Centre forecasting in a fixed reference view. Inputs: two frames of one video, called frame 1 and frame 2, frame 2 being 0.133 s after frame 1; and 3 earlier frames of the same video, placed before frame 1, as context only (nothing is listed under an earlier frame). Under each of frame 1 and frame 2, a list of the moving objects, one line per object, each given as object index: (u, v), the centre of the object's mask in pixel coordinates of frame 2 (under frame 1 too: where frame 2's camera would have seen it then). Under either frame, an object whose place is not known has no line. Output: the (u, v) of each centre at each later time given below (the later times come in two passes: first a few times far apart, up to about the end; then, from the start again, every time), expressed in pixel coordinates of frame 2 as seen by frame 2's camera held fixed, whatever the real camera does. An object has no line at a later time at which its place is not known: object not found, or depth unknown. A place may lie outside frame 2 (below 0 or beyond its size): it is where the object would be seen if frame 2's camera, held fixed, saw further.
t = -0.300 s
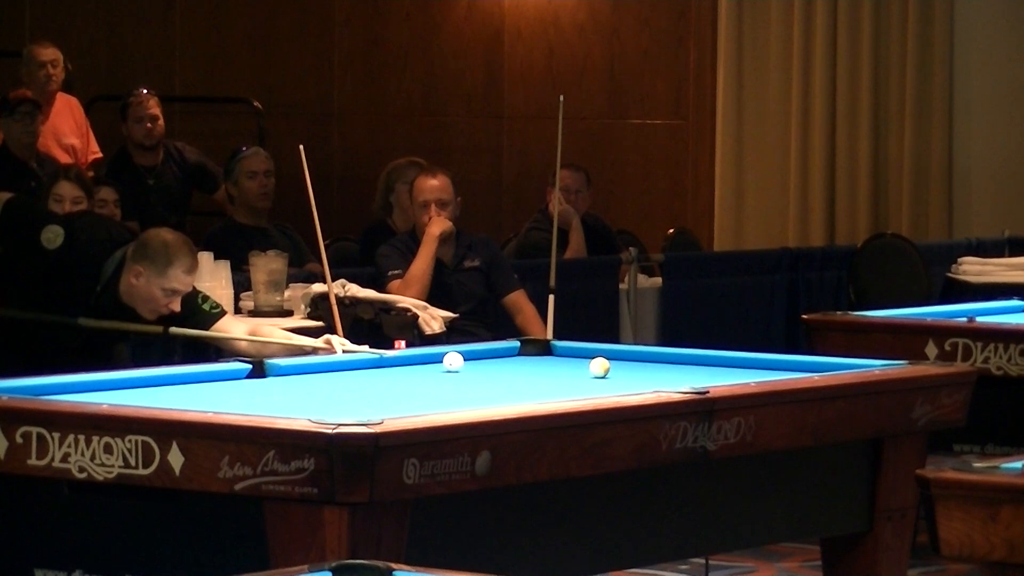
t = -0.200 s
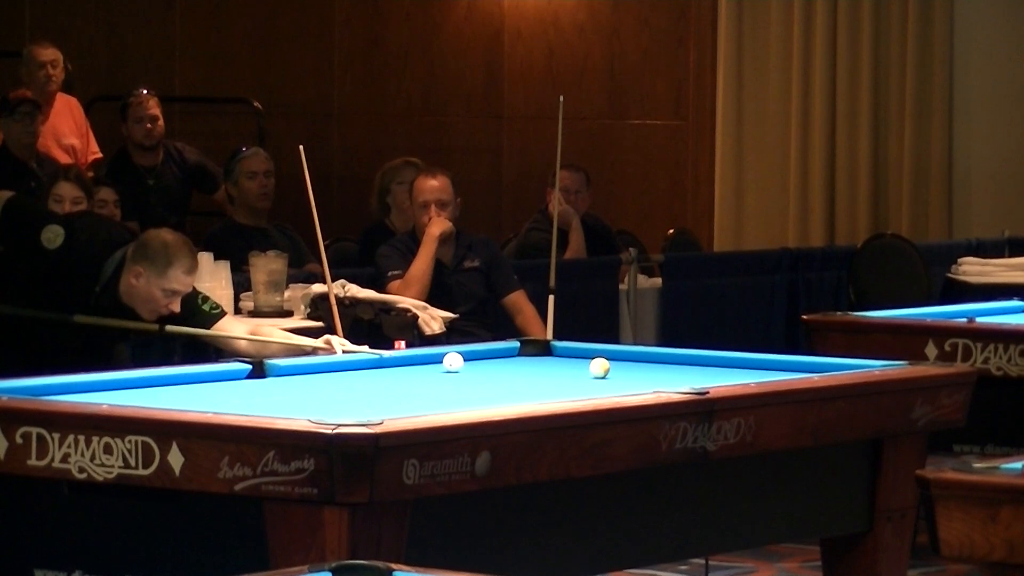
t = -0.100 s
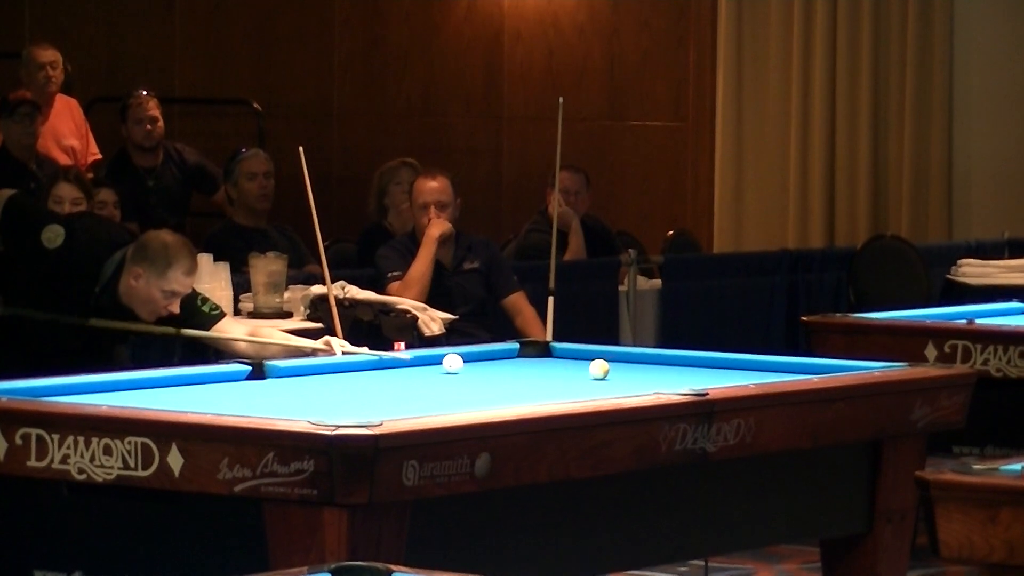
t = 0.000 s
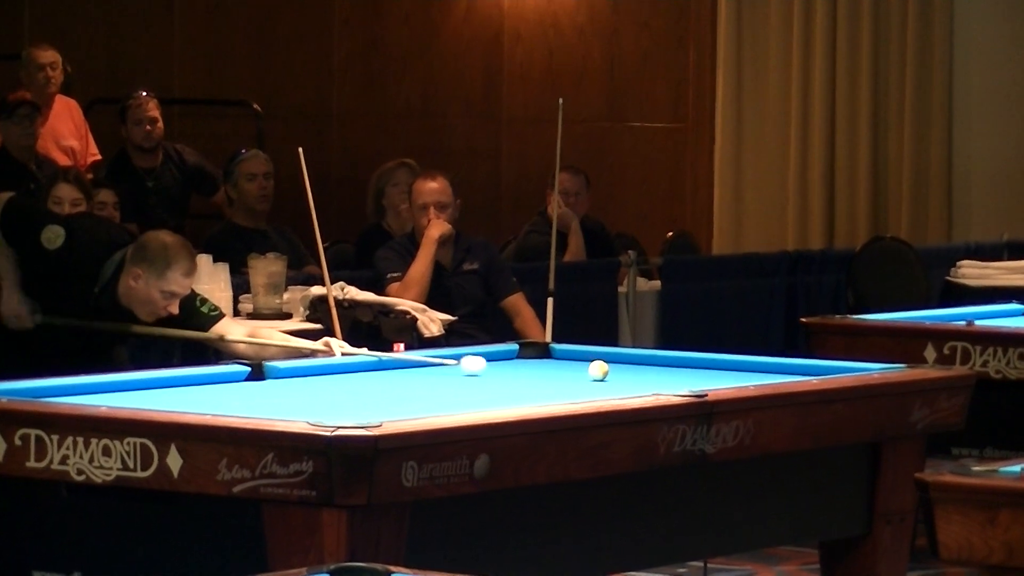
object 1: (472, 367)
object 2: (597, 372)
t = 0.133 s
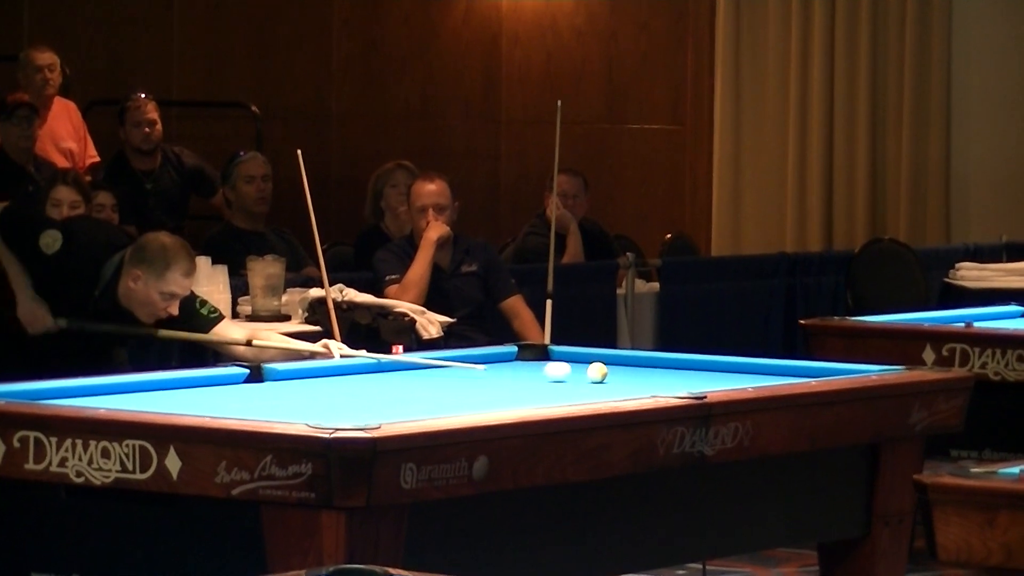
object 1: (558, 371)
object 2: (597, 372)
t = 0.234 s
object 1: (583, 374)
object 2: (630, 371)
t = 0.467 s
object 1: (629, 380)
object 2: (717, 372)
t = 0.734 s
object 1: (688, 386)
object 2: (807, 371)
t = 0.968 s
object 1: (675, 388)
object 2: (883, 368)
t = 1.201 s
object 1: (615, 388)
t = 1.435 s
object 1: (555, 388)
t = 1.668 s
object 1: (498, 387)
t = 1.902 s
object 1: (444, 385)
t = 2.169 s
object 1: (383, 385)
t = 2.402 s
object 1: (333, 383)
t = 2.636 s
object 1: (285, 383)
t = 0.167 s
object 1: (576, 372)
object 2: (598, 372)
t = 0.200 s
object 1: (580, 373)
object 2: (614, 371)
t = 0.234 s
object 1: (583, 374)
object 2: (630, 371)
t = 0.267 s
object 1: (588, 375)
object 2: (645, 372)
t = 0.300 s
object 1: (594, 376)
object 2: (659, 372)
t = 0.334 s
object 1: (601, 377)
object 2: (671, 372)
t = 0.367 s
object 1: (608, 377)
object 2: (683, 372)
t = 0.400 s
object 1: (615, 379)
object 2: (694, 372)
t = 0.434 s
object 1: (622, 380)
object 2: (705, 372)
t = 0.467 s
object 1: (629, 380)
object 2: (717, 372)
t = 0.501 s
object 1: (636, 381)
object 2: (728, 372)
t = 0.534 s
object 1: (644, 382)
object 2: (740, 372)
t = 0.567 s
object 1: (652, 383)
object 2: (753, 372)
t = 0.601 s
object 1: (659, 384)
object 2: (763, 372)
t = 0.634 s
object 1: (666, 384)
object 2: (774, 372)
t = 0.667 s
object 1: (673, 384)
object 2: (785, 372)
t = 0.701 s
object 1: (680, 386)
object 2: (796, 371)
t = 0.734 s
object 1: (688, 386)
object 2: (807, 371)
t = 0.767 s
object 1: (695, 386)
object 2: (817, 371)
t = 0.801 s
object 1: (701, 386)
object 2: (828, 370)
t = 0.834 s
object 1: (709, 386)
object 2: (840, 370)
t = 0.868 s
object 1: (703, 386)
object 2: (850, 370)
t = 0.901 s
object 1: (693, 387)
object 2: (861, 369)
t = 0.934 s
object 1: (684, 388)
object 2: (872, 369)
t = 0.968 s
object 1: (675, 388)
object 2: (883, 368)
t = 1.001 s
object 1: (666, 387)
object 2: (894, 368)
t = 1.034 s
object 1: (657, 387)
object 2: (904, 368)
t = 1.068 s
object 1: (649, 388)
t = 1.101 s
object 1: (640, 387)
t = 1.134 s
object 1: (631, 388)
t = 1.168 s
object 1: (623, 388)
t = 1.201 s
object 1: (615, 388)
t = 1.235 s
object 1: (606, 388)
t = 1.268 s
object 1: (597, 388)
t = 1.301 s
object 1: (588, 389)
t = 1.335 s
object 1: (580, 388)
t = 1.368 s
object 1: (572, 388)
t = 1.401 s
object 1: (564, 388)
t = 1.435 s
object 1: (555, 388)
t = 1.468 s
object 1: (547, 388)
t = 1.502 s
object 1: (539, 388)
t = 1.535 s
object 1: (530, 388)
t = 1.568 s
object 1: (523, 387)
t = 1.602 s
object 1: (515, 387)
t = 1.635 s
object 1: (506, 387)
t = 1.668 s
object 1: (498, 387)
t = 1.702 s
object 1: (491, 387)
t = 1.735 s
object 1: (483, 387)
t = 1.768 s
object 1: (475, 387)
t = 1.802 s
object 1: (467, 386)
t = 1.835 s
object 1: (459, 386)
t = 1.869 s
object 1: (452, 386)
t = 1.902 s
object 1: (444, 385)
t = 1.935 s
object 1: (436, 385)
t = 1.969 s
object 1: (429, 385)
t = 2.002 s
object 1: (421, 385)
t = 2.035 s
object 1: (414, 385)
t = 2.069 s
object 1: (406, 385)
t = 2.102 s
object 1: (398, 385)
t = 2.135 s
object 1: (390, 385)
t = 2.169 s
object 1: (383, 385)
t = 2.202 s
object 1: (376, 385)
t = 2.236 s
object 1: (369, 385)
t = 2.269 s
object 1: (361, 384)
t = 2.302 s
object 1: (355, 385)
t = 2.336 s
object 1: (347, 384)
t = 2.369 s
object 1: (339, 383)
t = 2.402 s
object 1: (333, 383)
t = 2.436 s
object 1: (325, 384)
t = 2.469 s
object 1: (319, 383)
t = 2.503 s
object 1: (311, 383)
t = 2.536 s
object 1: (304, 383)
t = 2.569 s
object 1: (298, 382)
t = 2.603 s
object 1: (291, 383)
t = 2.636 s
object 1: (285, 383)
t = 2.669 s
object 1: (279, 383)
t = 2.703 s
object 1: (273, 383)
